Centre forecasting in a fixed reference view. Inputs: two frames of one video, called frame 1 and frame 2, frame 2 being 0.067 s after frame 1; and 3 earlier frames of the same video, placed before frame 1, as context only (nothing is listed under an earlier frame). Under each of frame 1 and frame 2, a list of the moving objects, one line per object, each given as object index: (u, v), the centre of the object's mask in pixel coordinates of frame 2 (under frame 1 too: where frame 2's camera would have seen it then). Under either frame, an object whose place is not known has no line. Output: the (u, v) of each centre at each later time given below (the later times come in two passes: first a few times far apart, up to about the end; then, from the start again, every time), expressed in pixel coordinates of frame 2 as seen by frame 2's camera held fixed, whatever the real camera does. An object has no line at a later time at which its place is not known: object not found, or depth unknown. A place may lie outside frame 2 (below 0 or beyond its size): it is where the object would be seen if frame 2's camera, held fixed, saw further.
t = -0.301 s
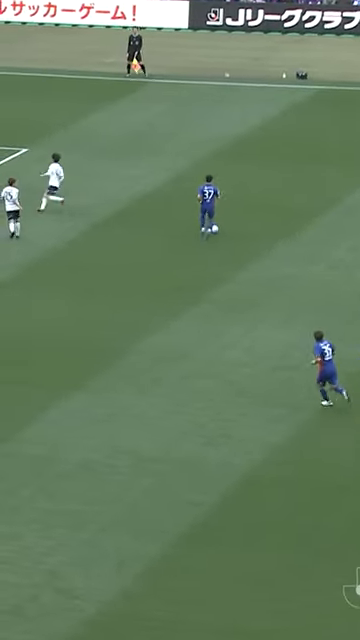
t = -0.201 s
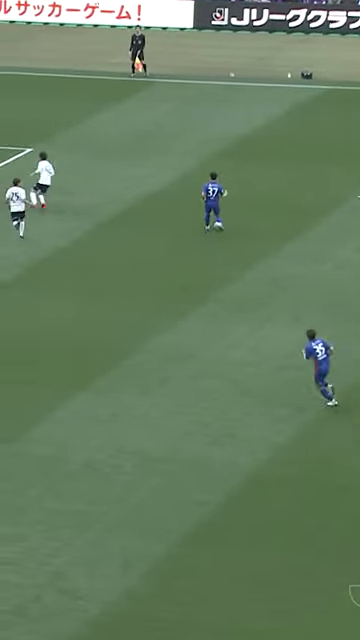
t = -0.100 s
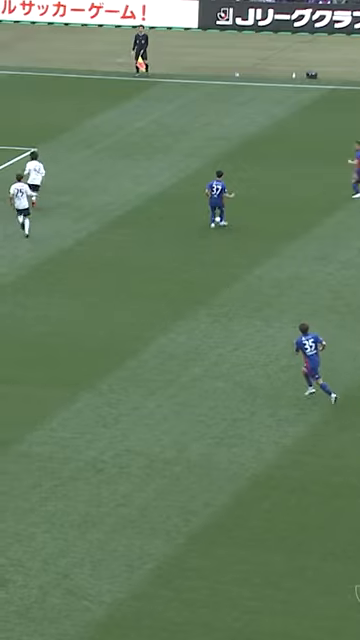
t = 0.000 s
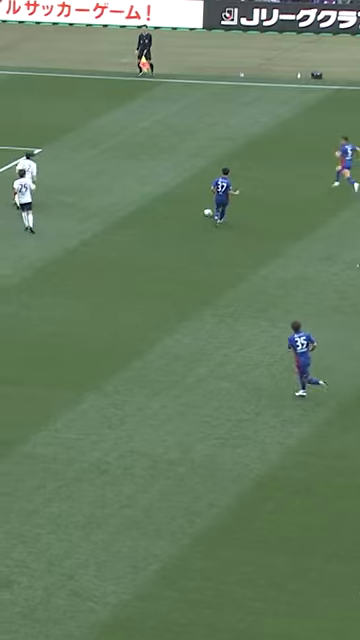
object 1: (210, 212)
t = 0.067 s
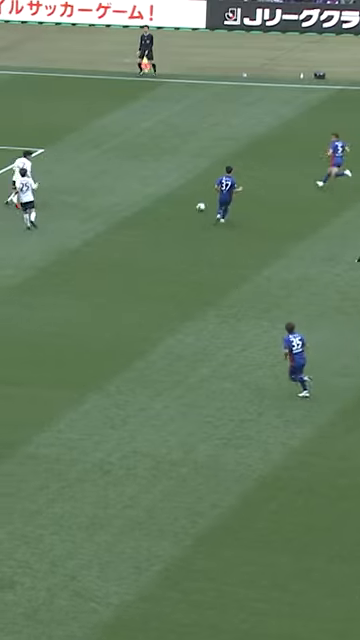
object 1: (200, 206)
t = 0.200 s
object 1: (182, 196)
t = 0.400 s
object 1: (156, 184)
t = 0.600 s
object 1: (134, 172)
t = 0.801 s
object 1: (114, 164)
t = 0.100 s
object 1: (195, 203)
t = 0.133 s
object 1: (191, 200)
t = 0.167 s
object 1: (186, 197)
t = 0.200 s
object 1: (182, 196)
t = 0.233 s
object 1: (177, 193)
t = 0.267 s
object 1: (172, 191)
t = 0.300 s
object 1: (169, 189)
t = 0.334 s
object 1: (165, 187)
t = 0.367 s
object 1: (160, 185)
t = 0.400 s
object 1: (156, 184)
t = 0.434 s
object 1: (152, 181)
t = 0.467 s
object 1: (148, 180)
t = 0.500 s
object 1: (143, 178)
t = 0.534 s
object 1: (140, 177)
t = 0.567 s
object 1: (137, 175)
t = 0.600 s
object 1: (134, 172)
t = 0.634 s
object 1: (130, 171)
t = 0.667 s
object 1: (127, 169)
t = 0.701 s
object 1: (123, 168)
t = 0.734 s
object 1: (120, 167)
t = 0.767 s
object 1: (117, 166)
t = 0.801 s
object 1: (114, 164)
